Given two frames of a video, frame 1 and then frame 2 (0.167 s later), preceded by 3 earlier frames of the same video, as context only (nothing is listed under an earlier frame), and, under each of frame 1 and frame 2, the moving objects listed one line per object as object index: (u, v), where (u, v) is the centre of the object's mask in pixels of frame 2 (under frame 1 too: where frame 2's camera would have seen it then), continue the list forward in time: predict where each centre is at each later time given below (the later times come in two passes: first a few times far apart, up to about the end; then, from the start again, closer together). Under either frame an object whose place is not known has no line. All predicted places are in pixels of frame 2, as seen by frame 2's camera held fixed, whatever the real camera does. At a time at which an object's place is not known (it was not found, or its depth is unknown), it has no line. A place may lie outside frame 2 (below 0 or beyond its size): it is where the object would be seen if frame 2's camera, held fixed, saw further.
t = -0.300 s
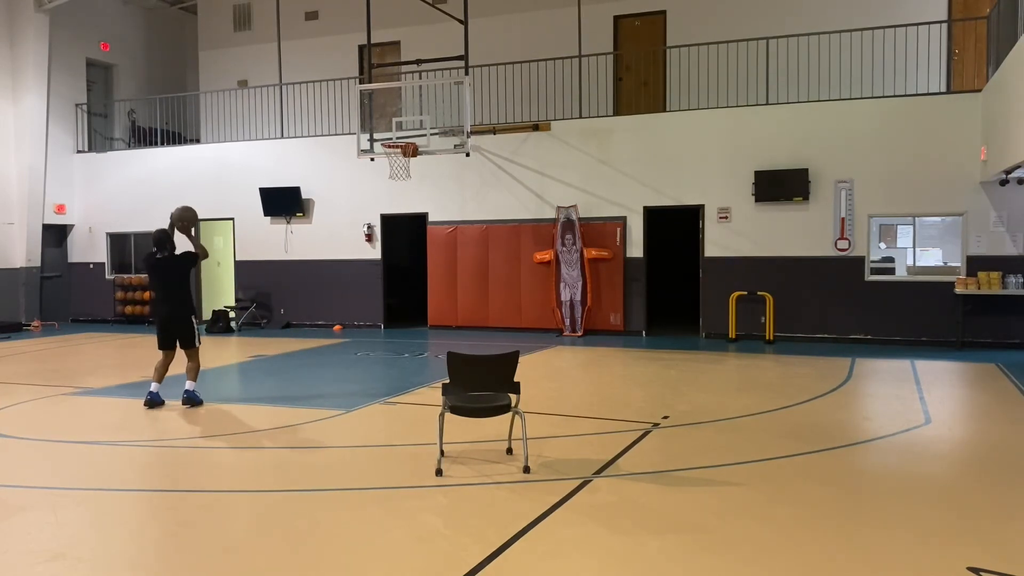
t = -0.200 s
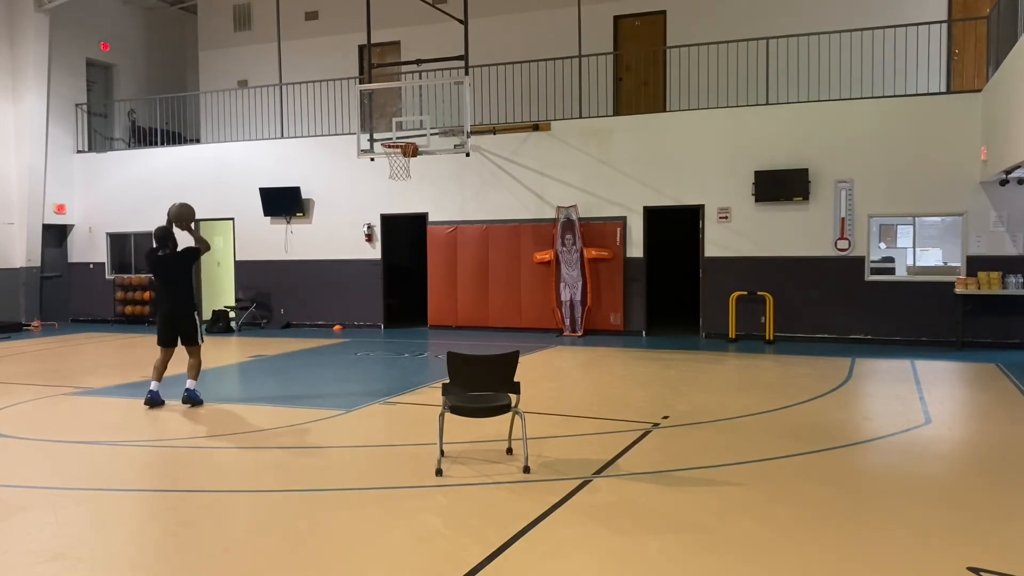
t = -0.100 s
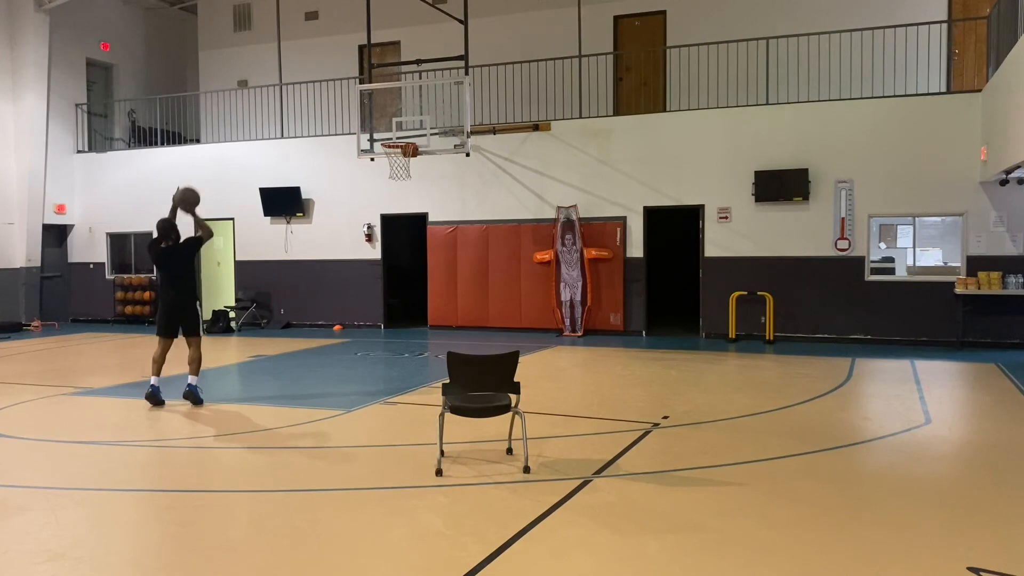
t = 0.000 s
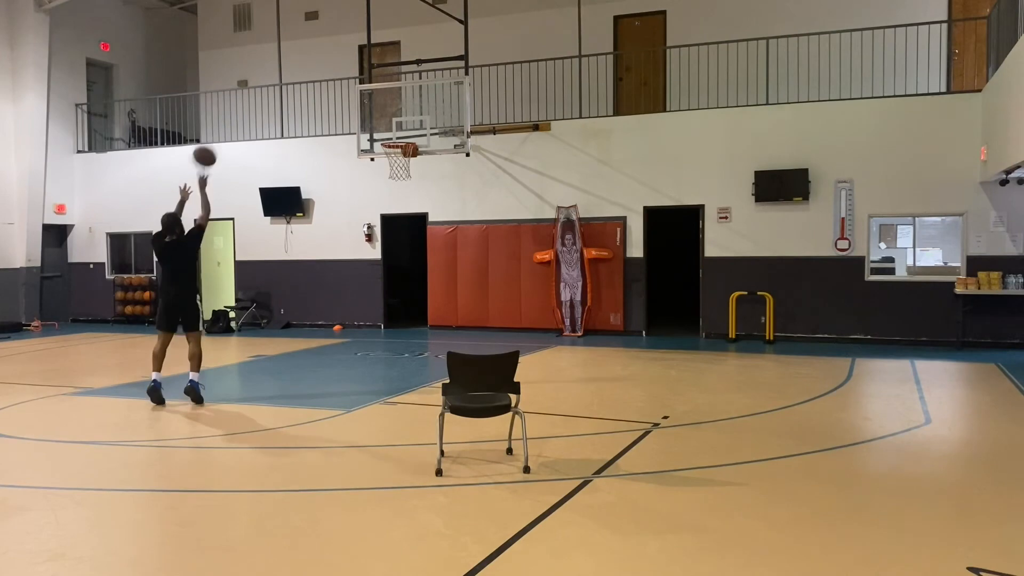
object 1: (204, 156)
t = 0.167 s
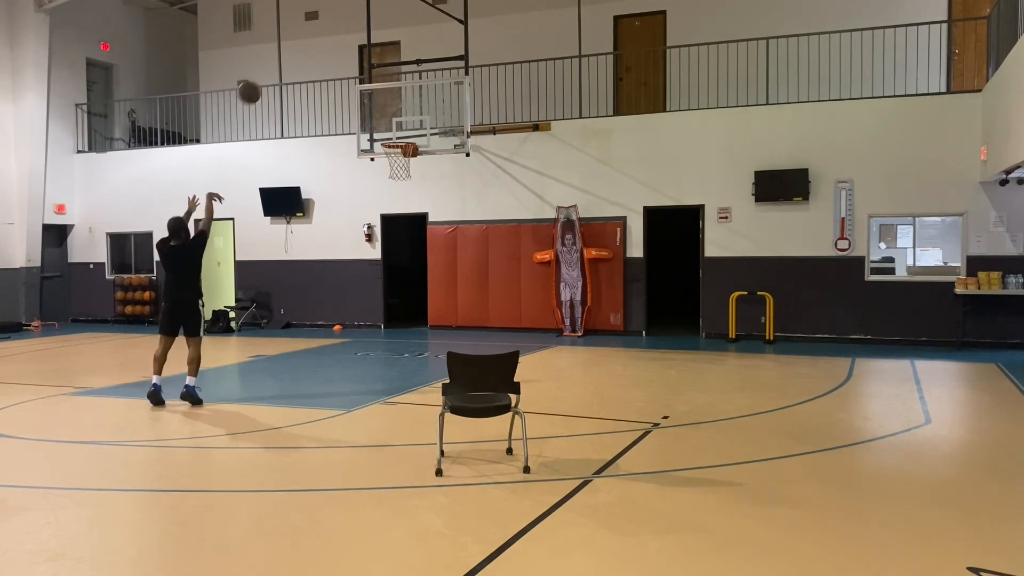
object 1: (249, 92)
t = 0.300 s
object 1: (281, 65)
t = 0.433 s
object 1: (309, 55)
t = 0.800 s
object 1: (376, 98)
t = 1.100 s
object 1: (409, 171)
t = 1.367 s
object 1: (415, 232)
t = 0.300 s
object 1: (281, 65)
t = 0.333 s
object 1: (288, 61)
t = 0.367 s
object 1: (296, 58)
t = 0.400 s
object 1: (302, 56)
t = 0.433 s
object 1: (309, 55)
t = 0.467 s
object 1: (316, 55)
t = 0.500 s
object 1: (323, 55)
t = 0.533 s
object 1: (329, 57)
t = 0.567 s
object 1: (335, 59)
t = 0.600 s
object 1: (341, 63)
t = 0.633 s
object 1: (347, 67)
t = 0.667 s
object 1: (352, 71)
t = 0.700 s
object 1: (359, 77)
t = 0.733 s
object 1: (364, 84)
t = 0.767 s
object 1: (370, 92)
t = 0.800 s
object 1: (376, 98)
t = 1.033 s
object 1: (408, 162)
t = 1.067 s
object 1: (408, 166)
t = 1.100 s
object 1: (409, 171)
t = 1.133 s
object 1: (410, 176)
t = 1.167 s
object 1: (411, 182)
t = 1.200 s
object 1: (411, 189)
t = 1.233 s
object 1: (412, 197)
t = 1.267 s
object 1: (413, 204)
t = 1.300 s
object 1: (413, 214)
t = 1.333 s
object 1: (414, 222)
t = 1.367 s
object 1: (415, 232)
